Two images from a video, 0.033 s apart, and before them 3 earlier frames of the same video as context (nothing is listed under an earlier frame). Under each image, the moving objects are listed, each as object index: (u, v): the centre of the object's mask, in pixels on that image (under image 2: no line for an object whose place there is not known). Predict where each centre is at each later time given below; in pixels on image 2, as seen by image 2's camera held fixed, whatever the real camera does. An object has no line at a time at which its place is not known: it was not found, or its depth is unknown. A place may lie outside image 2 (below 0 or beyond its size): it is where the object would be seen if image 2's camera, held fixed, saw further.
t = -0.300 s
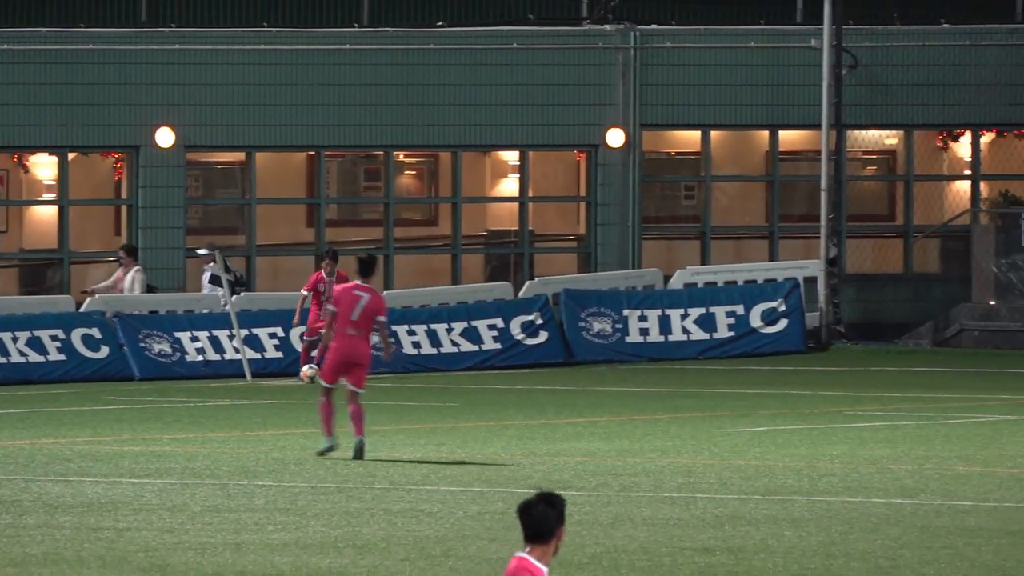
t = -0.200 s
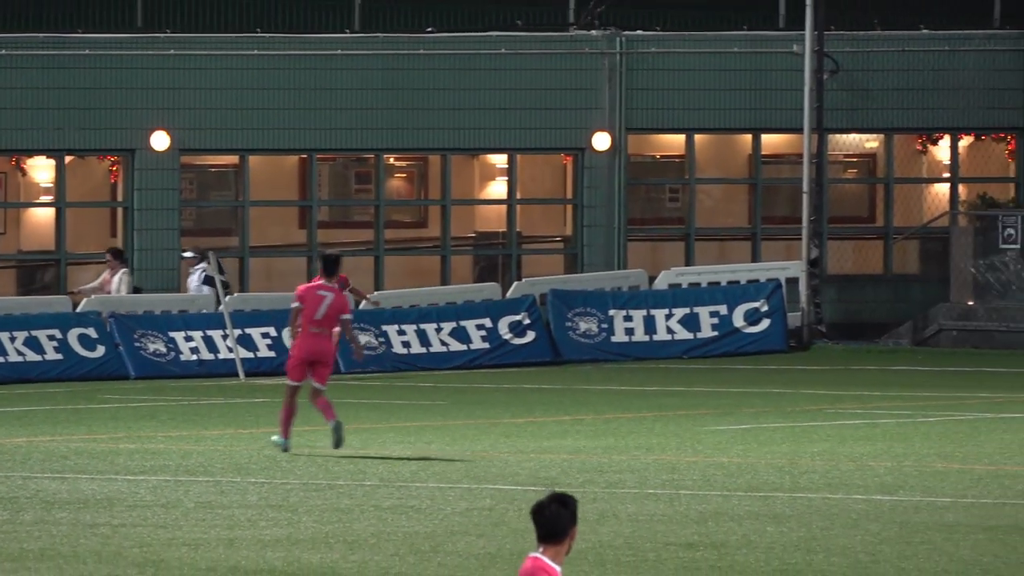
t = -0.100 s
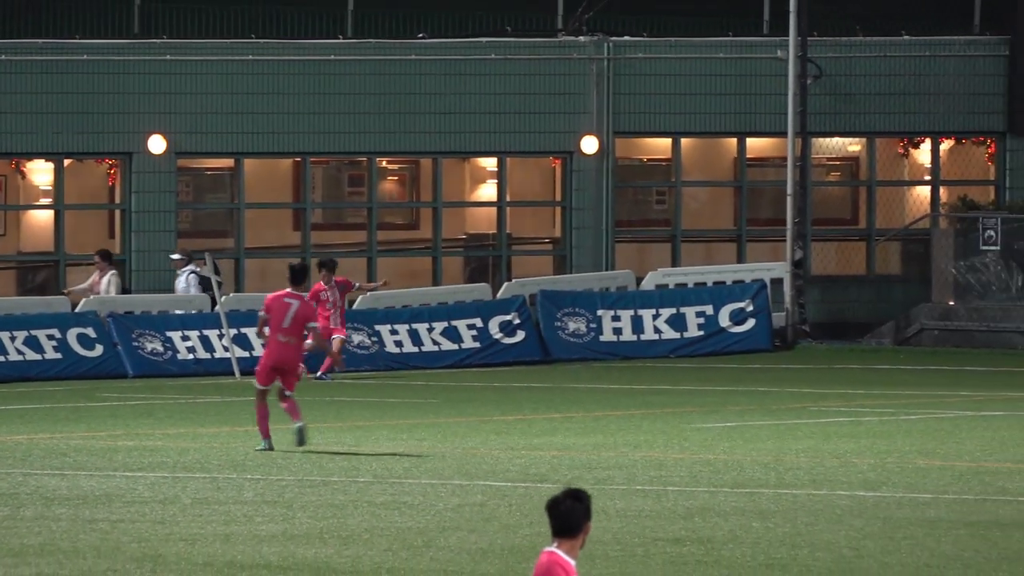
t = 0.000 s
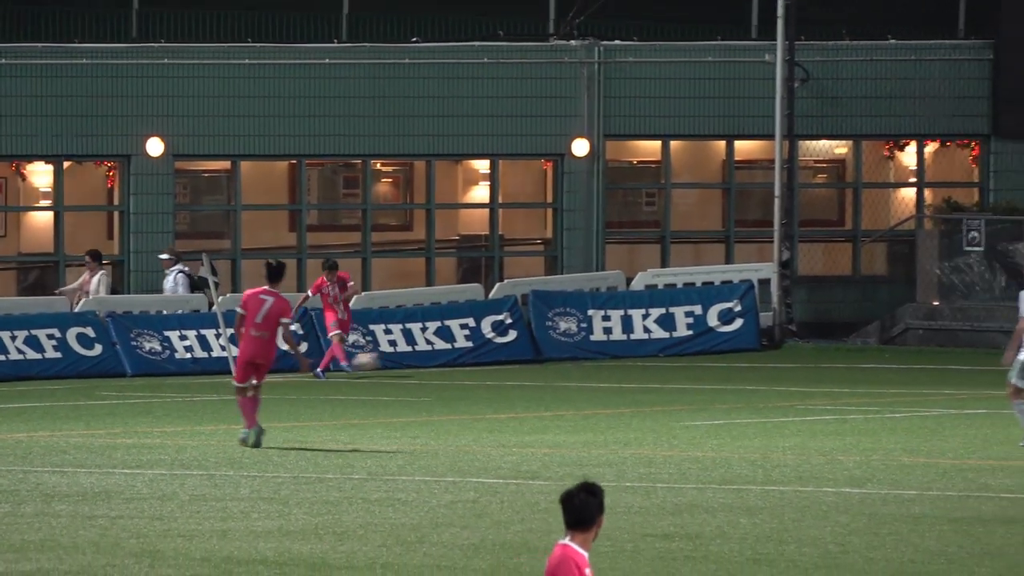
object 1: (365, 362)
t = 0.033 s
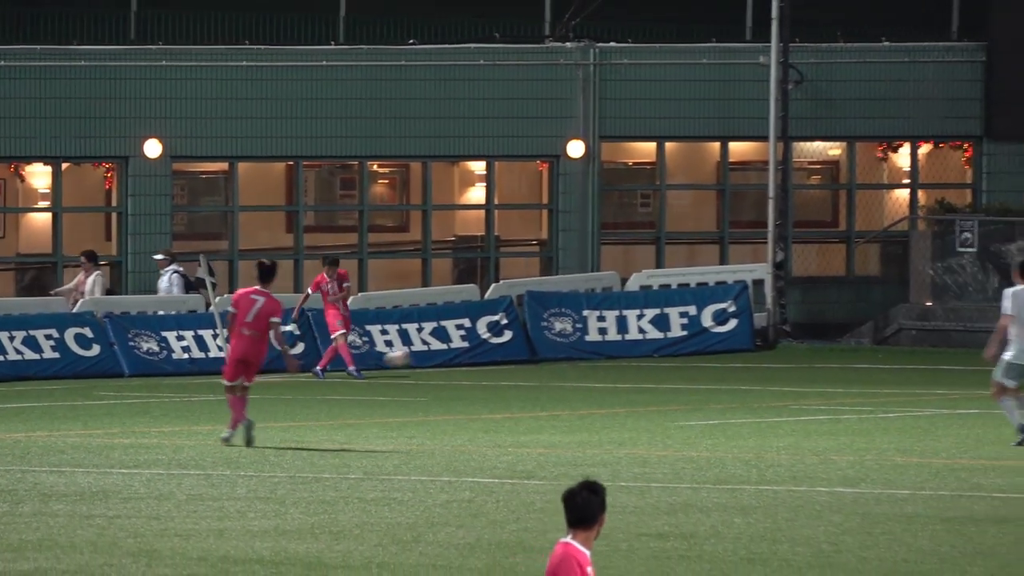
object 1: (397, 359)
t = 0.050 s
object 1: (414, 357)
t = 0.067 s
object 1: (432, 355)
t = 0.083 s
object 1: (449, 354)
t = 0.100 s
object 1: (468, 352)
